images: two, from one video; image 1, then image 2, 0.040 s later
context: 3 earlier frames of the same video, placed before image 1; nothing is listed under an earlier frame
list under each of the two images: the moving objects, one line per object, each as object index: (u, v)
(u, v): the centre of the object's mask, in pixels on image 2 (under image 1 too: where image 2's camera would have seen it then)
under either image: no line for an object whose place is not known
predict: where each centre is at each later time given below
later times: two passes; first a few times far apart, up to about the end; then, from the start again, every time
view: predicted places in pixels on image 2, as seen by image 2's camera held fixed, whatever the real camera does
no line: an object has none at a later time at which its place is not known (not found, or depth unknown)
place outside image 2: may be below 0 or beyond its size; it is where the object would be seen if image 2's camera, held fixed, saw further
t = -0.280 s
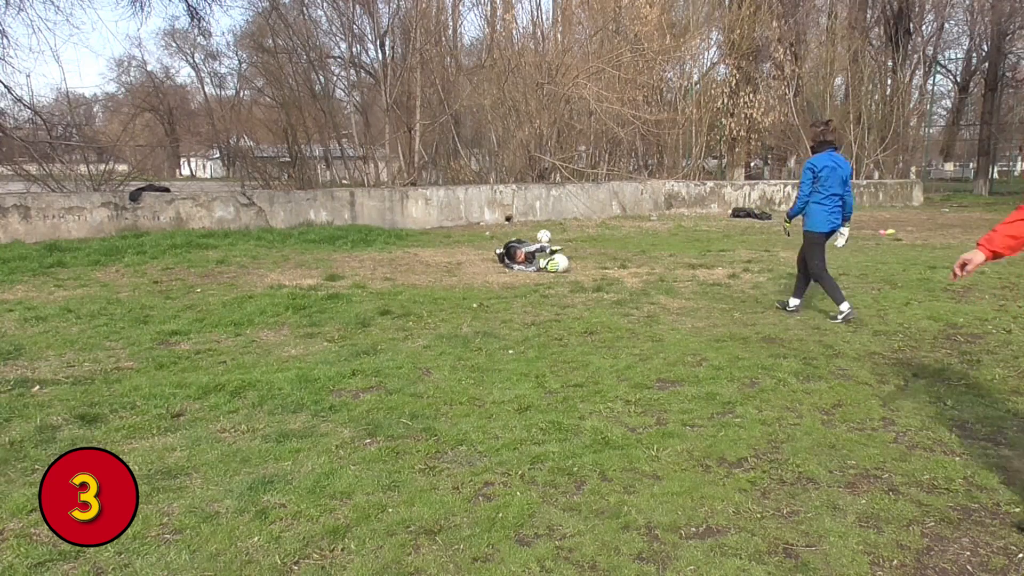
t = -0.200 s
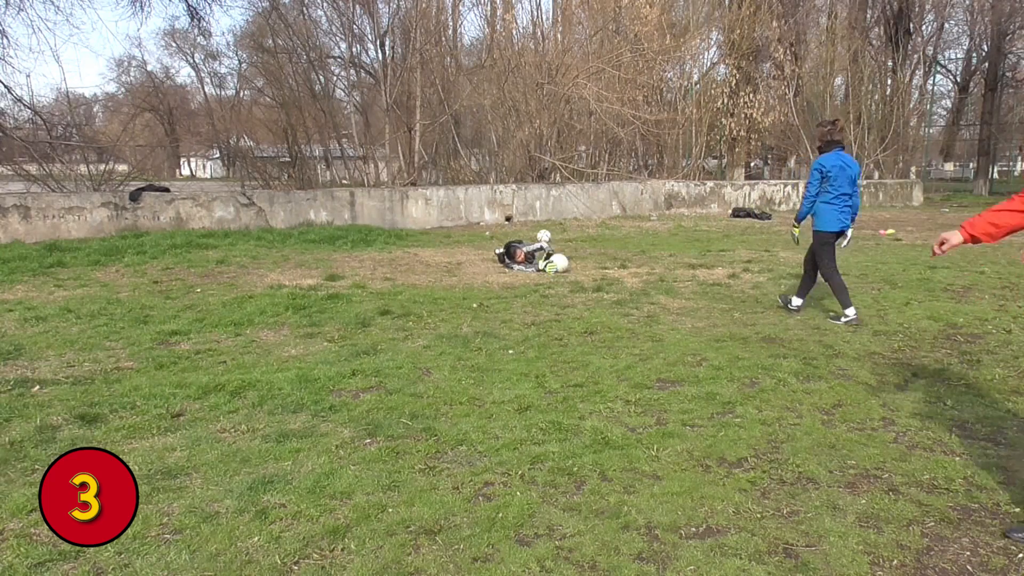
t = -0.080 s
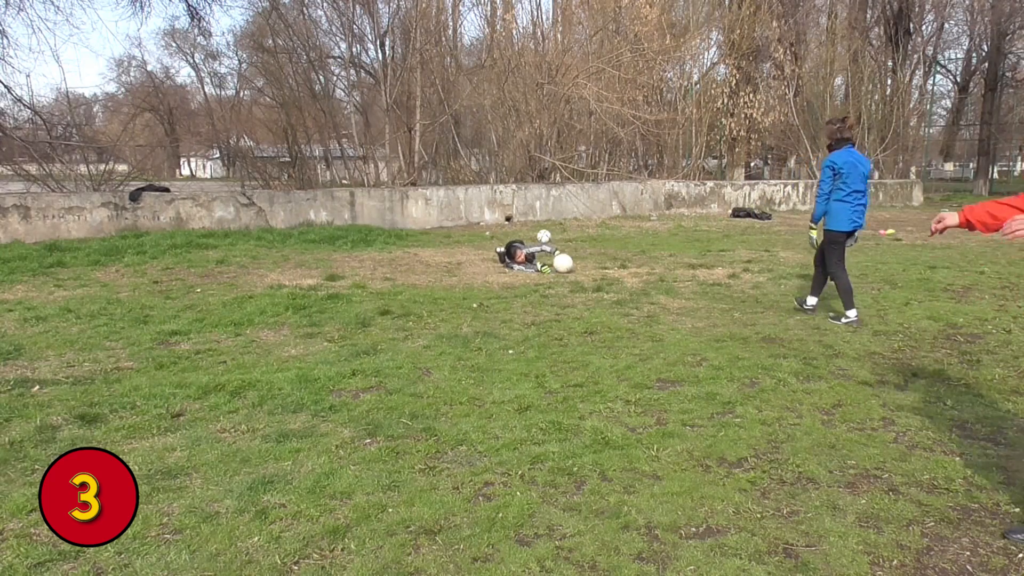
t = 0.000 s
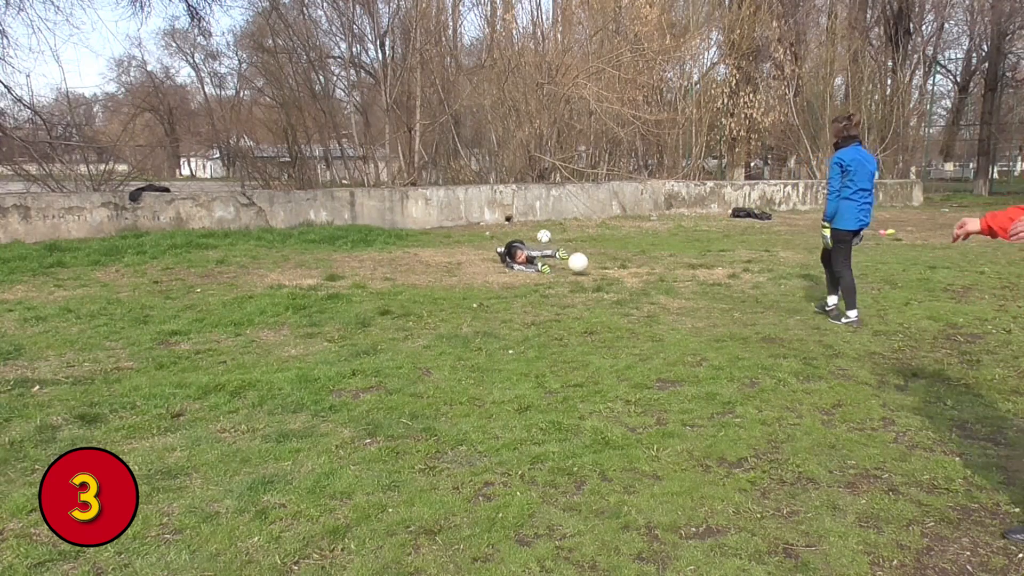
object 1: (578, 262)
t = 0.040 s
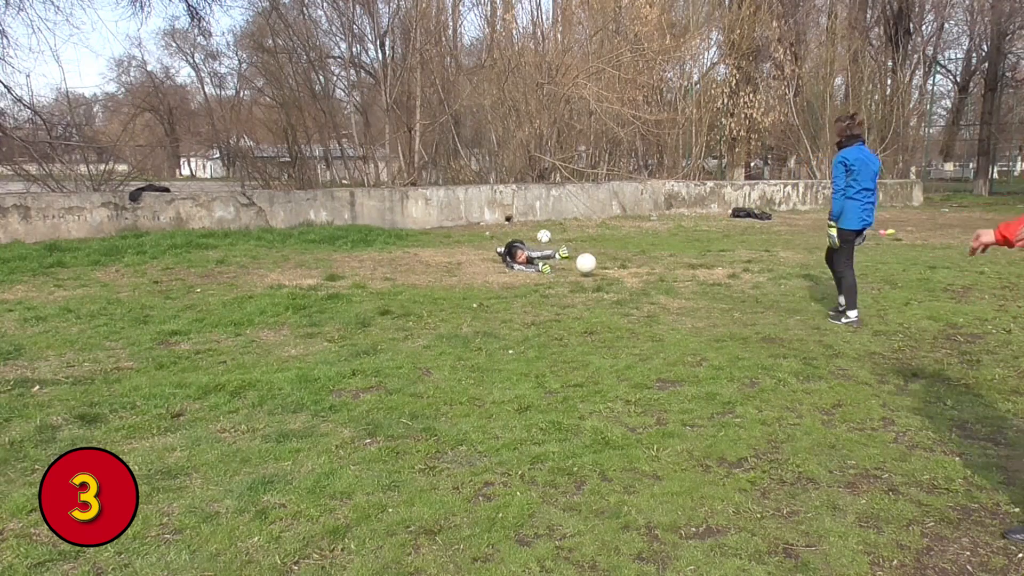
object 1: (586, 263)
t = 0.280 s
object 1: (626, 269)
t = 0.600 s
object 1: (673, 284)
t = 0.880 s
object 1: (715, 296)
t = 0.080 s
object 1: (594, 265)
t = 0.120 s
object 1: (603, 269)
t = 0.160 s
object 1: (610, 271)
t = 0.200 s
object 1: (615, 269)
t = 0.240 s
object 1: (621, 268)
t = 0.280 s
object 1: (626, 269)
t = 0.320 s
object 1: (632, 271)
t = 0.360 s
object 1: (638, 275)
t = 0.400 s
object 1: (644, 278)
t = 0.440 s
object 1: (650, 278)
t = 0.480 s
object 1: (655, 279)
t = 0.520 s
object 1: (661, 280)
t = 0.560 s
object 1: (667, 283)
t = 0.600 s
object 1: (673, 284)
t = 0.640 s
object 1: (678, 285)
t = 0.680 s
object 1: (684, 286)
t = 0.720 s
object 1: (691, 287)
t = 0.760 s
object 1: (697, 289)
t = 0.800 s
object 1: (703, 293)
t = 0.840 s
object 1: (709, 294)
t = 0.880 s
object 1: (715, 296)
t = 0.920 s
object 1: (721, 298)
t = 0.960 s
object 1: (727, 298)
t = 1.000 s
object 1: (733, 300)
